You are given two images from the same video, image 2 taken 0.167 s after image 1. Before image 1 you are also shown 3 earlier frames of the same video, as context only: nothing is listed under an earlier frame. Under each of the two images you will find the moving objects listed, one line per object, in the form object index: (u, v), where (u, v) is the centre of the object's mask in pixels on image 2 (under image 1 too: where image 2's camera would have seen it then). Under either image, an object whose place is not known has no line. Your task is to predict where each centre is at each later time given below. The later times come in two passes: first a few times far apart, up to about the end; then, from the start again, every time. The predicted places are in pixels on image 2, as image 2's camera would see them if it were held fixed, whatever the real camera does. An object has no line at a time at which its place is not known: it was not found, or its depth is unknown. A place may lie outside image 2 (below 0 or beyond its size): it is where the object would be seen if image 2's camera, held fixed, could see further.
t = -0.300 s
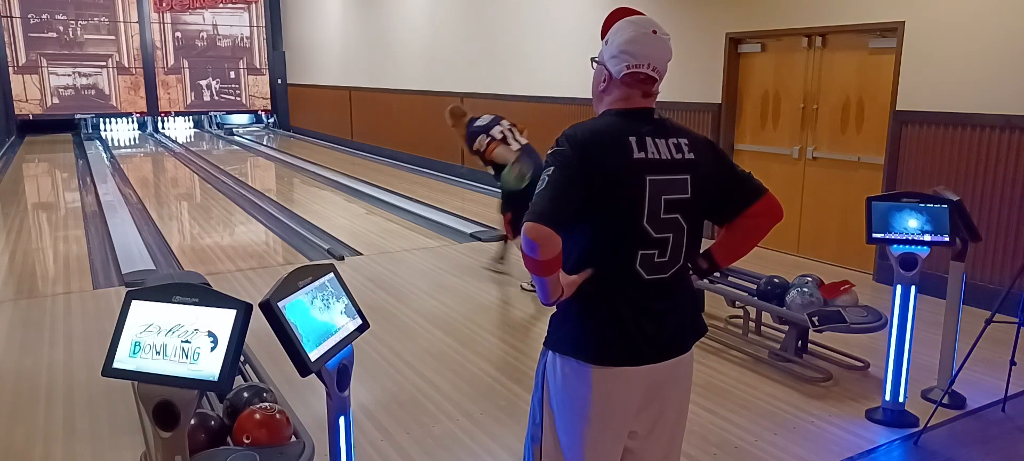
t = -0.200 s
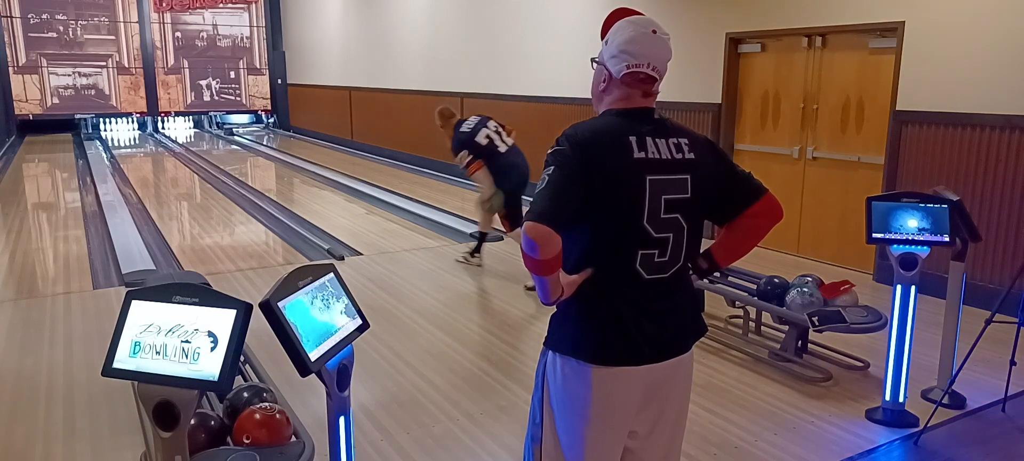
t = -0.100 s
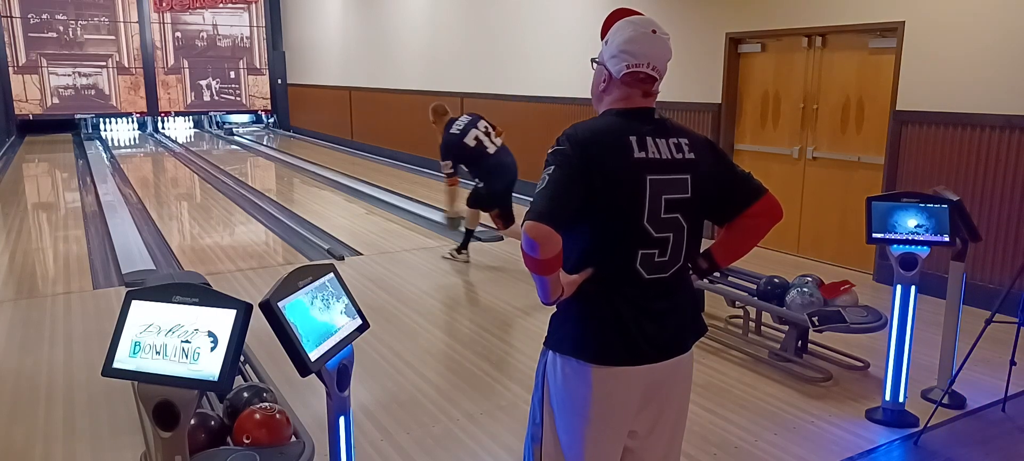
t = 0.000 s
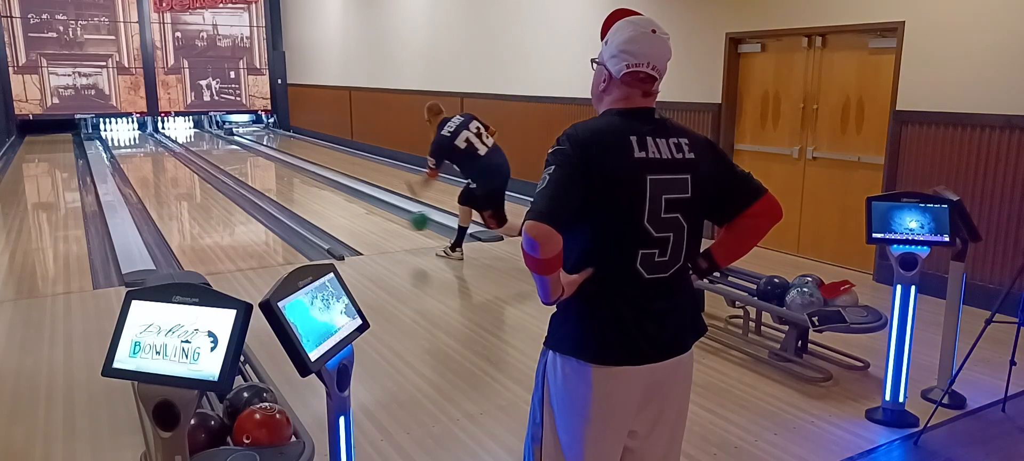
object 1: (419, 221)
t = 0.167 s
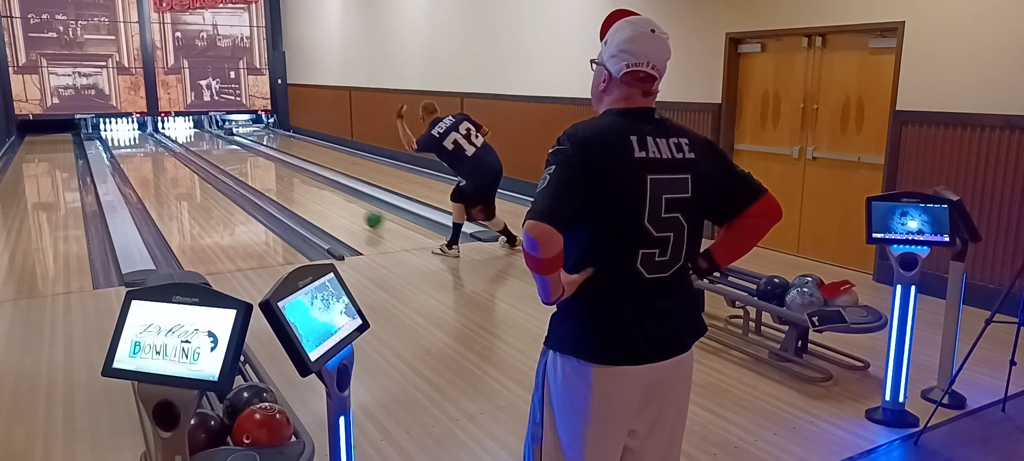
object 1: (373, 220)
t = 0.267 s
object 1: (351, 211)
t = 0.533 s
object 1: (304, 191)
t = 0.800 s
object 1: (269, 175)
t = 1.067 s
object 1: (243, 164)
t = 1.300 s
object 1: (225, 155)
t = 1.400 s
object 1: (219, 153)
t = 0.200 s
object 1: (366, 217)
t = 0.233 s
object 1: (359, 214)
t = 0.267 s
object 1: (351, 211)
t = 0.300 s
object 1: (345, 208)
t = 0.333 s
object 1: (338, 205)
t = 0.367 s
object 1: (331, 203)
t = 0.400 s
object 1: (326, 200)
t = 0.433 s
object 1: (320, 197)
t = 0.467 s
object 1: (314, 195)
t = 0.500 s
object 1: (309, 193)
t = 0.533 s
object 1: (304, 191)
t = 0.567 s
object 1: (299, 188)
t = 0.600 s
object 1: (294, 187)
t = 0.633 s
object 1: (290, 184)
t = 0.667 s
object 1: (285, 183)
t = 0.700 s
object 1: (281, 181)
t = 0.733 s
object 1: (277, 179)
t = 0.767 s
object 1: (273, 177)
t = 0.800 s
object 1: (269, 175)
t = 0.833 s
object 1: (266, 173)
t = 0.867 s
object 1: (262, 172)
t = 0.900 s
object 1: (258, 171)
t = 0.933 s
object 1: (255, 169)
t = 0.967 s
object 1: (252, 168)
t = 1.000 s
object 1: (249, 166)
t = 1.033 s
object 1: (246, 165)
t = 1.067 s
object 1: (243, 164)
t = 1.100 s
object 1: (240, 162)
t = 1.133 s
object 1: (238, 161)
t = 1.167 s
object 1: (235, 160)
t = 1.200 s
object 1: (232, 159)
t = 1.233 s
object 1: (230, 158)
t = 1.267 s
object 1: (227, 157)
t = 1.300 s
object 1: (225, 155)
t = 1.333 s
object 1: (223, 154)
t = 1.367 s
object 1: (221, 153)
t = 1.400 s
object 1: (219, 153)
